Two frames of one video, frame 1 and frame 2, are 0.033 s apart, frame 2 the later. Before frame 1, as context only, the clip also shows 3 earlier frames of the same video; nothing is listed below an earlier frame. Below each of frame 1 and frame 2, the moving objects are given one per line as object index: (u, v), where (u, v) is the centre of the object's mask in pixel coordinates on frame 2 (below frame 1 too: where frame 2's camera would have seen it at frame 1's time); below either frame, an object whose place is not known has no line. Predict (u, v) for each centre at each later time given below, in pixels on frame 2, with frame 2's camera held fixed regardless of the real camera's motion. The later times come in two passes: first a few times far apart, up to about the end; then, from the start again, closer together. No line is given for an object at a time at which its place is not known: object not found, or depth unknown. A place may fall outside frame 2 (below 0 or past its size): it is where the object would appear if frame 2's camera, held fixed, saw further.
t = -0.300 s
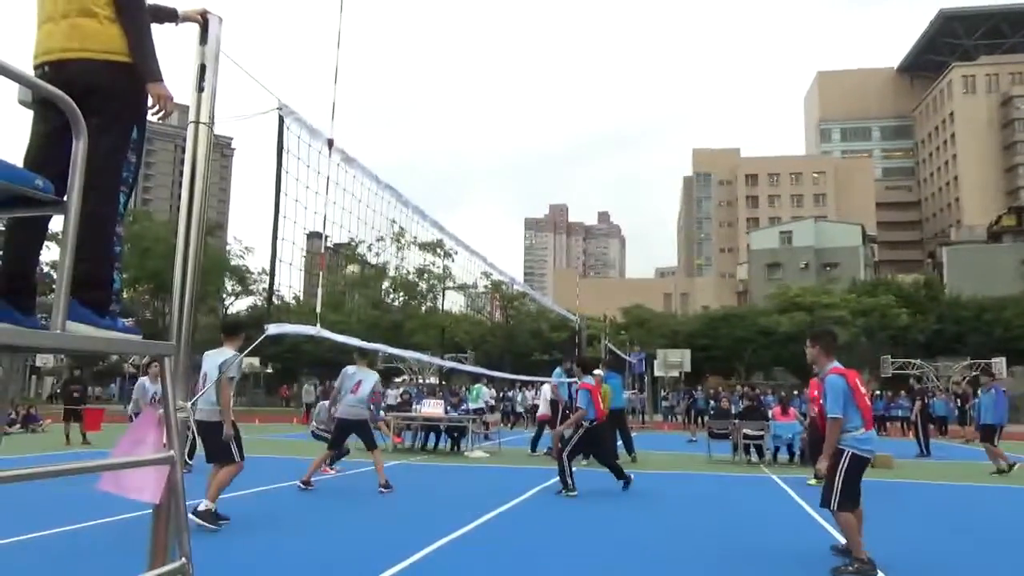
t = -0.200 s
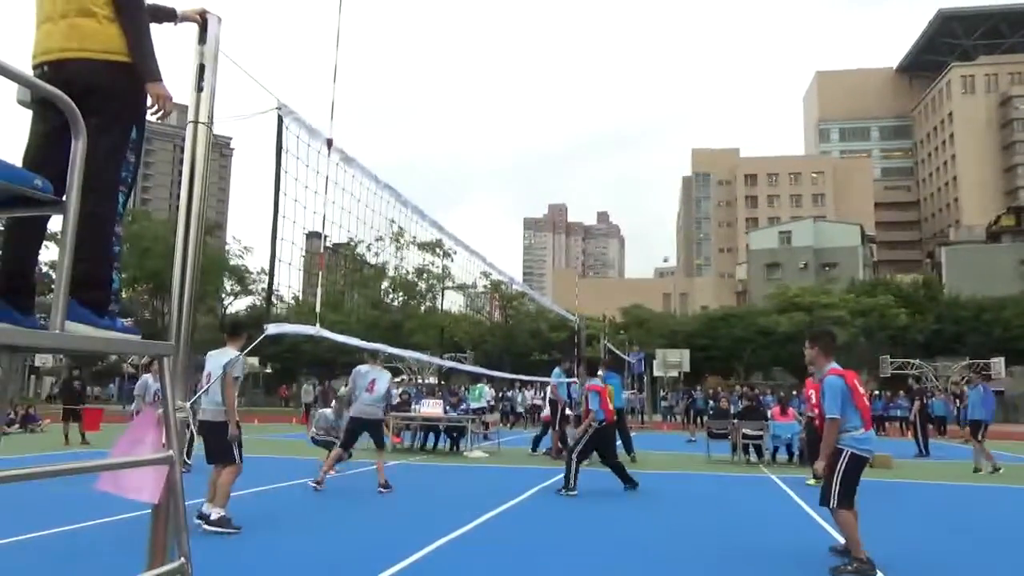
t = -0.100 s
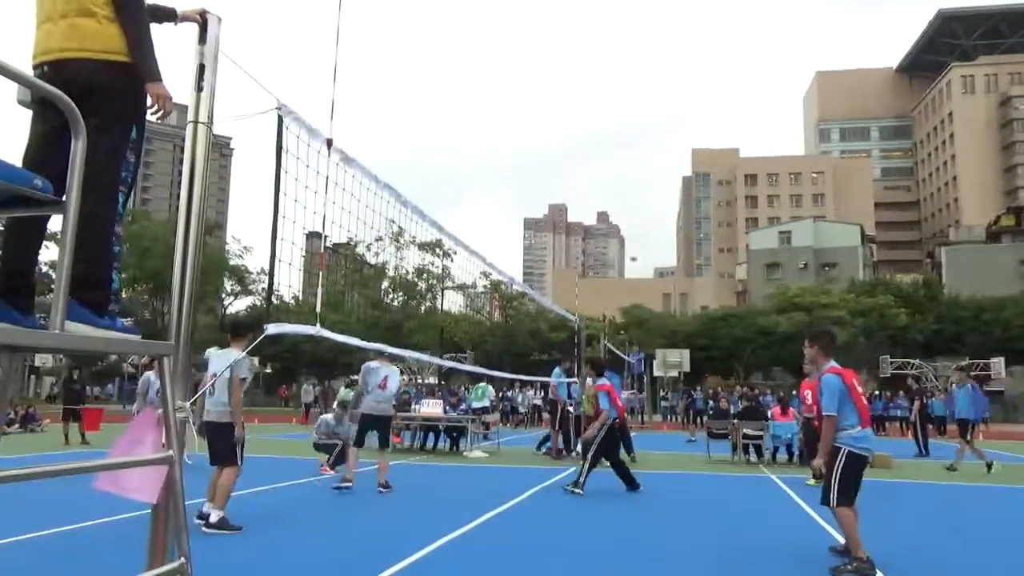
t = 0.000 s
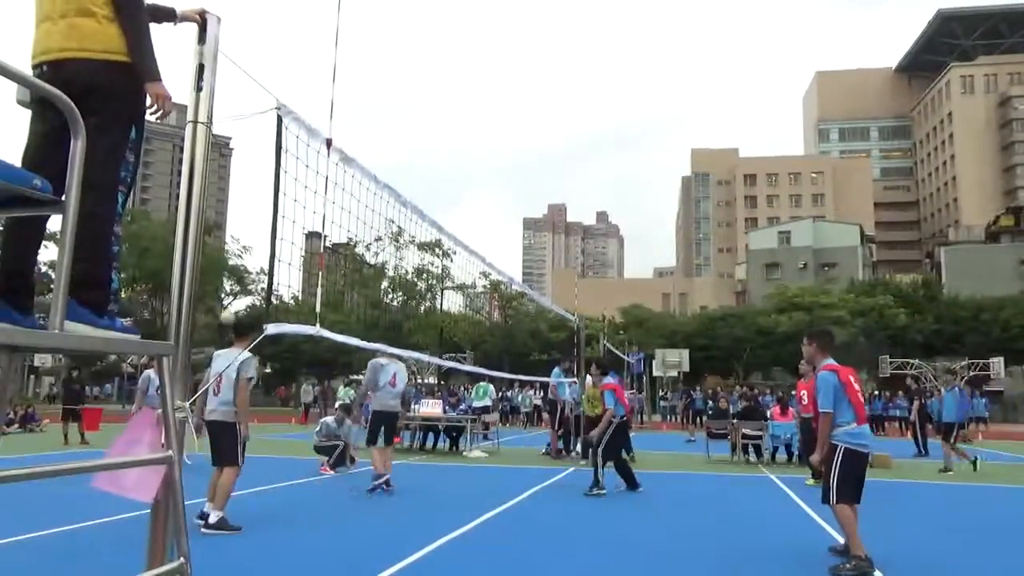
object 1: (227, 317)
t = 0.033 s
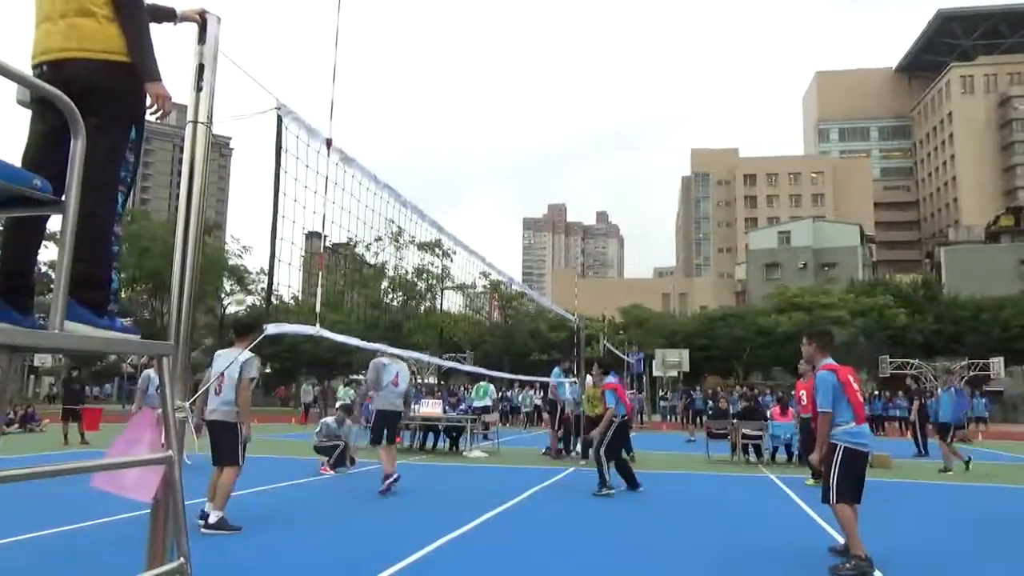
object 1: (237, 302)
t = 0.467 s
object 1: (387, 142)
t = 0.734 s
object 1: (473, 109)
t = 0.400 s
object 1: (366, 159)
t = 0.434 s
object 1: (376, 150)
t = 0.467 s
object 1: (387, 142)
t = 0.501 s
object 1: (398, 136)
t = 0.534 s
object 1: (409, 130)
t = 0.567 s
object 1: (420, 124)
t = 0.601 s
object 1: (431, 120)
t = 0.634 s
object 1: (441, 117)
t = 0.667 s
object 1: (452, 114)
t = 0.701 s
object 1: (462, 111)
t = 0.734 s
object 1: (473, 109)
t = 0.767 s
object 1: (483, 109)
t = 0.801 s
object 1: (493, 109)
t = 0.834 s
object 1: (503, 109)
